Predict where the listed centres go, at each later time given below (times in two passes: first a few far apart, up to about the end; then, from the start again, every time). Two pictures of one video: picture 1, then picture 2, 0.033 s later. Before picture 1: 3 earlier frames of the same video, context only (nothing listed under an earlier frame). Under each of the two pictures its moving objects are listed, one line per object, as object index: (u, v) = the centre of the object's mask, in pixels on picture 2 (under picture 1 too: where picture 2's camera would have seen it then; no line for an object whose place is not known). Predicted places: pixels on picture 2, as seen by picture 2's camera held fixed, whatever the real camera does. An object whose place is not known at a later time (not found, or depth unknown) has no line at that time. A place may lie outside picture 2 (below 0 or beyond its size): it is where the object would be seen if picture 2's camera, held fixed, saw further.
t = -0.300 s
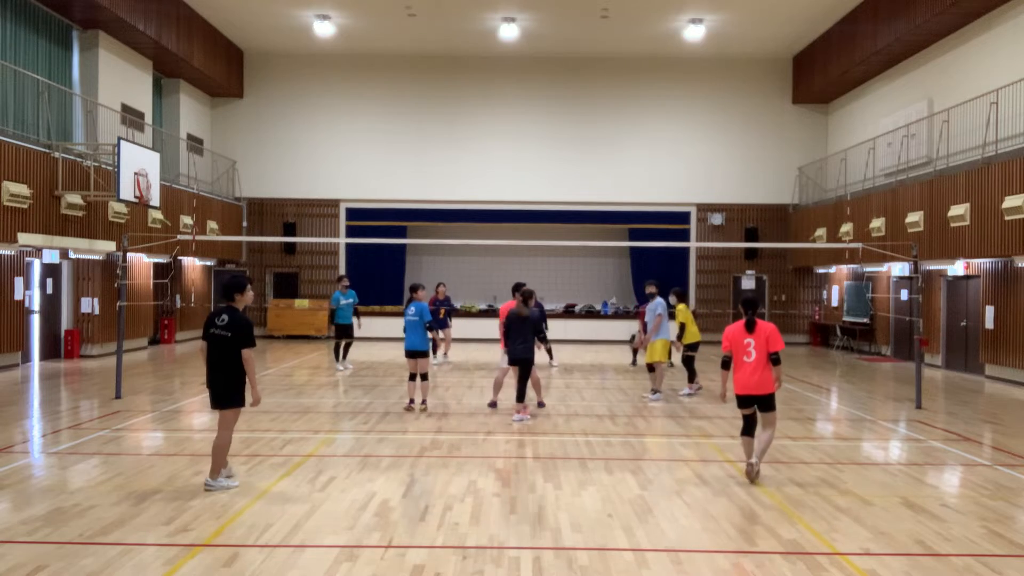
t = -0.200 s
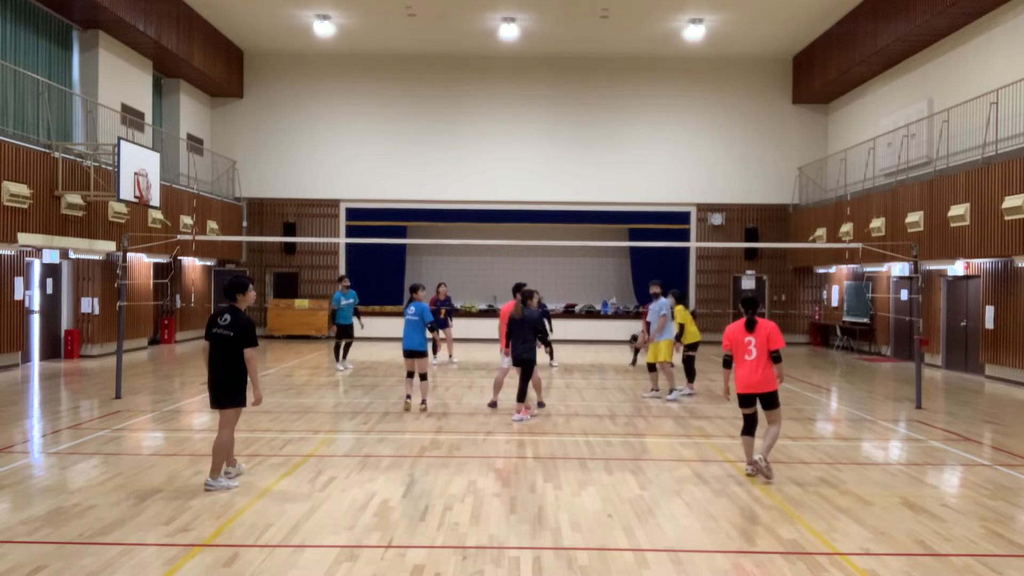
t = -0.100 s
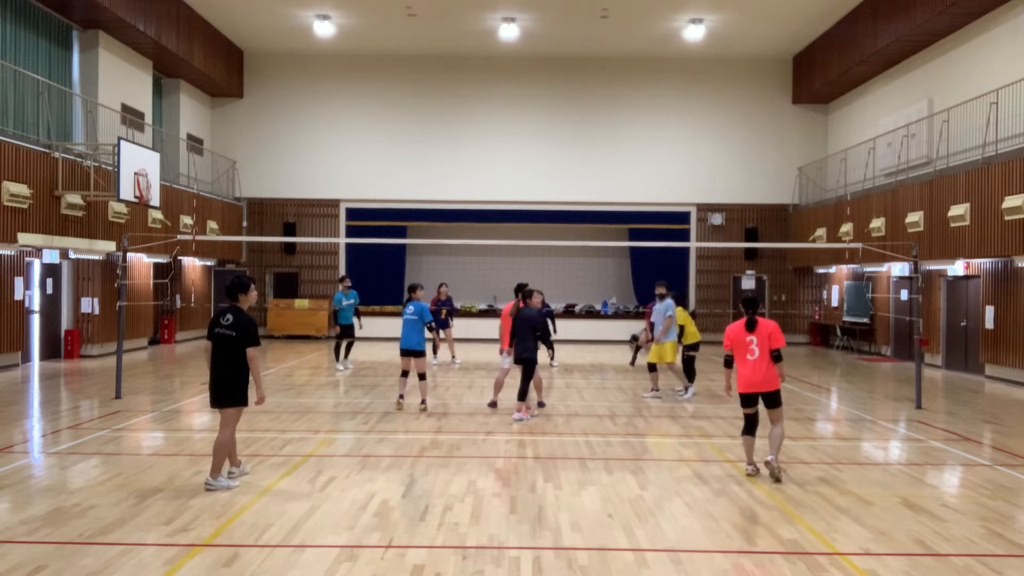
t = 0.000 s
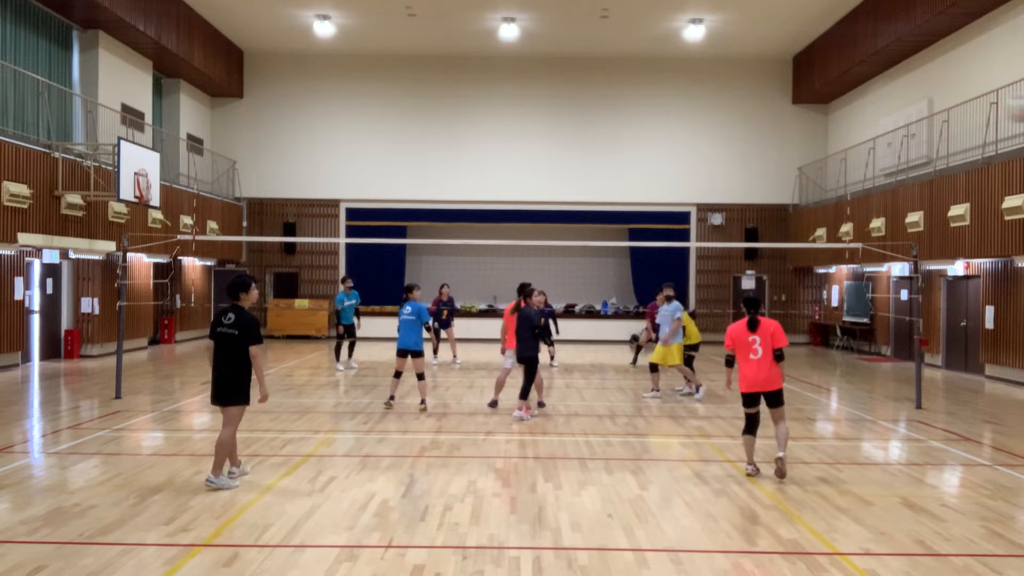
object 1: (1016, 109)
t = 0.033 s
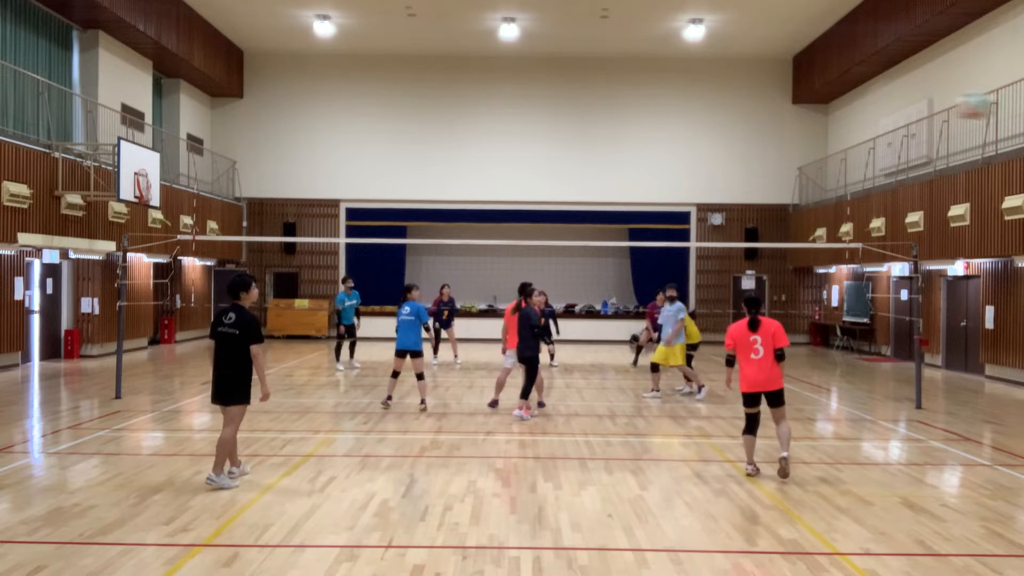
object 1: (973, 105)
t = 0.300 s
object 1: (709, 128)
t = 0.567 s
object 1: (581, 190)
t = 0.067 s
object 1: (927, 103)
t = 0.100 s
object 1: (886, 103)
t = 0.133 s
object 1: (847, 103)
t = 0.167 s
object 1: (815, 105)
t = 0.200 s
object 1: (783, 110)
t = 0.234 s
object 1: (756, 115)
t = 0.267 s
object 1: (732, 121)
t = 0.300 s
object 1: (709, 128)
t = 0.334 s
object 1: (689, 135)
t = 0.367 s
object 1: (670, 143)
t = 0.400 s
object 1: (653, 150)
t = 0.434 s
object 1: (636, 157)
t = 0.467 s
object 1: (620, 165)
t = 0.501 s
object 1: (606, 174)
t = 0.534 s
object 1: (594, 181)
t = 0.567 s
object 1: (581, 190)
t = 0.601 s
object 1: (570, 197)
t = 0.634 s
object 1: (559, 207)
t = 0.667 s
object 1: (549, 215)
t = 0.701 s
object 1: (541, 222)
